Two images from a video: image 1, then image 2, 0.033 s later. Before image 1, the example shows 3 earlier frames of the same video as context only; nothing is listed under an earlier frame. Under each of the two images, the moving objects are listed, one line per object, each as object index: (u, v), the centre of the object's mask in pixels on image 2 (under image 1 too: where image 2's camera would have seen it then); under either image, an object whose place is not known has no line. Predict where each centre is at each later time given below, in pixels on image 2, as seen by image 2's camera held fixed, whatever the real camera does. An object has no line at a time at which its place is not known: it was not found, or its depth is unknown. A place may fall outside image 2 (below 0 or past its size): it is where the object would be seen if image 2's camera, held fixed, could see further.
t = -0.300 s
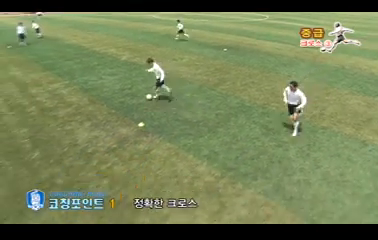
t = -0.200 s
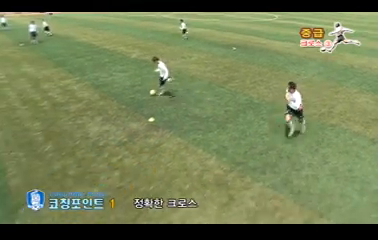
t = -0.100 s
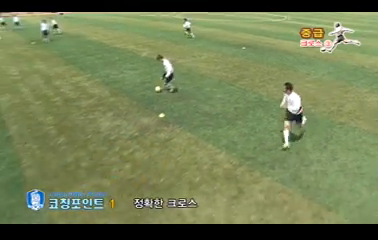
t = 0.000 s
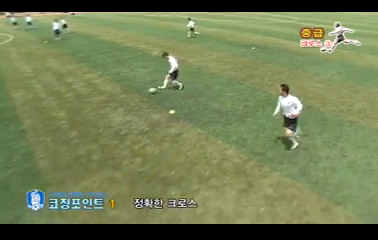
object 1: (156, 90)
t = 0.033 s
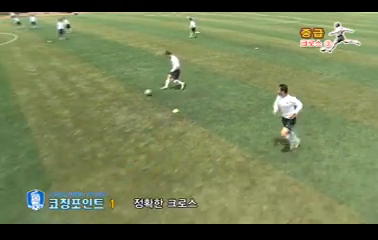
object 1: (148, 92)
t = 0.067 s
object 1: (140, 95)
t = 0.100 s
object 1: (131, 98)
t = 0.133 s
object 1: (123, 101)
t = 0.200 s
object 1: (106, 106)
